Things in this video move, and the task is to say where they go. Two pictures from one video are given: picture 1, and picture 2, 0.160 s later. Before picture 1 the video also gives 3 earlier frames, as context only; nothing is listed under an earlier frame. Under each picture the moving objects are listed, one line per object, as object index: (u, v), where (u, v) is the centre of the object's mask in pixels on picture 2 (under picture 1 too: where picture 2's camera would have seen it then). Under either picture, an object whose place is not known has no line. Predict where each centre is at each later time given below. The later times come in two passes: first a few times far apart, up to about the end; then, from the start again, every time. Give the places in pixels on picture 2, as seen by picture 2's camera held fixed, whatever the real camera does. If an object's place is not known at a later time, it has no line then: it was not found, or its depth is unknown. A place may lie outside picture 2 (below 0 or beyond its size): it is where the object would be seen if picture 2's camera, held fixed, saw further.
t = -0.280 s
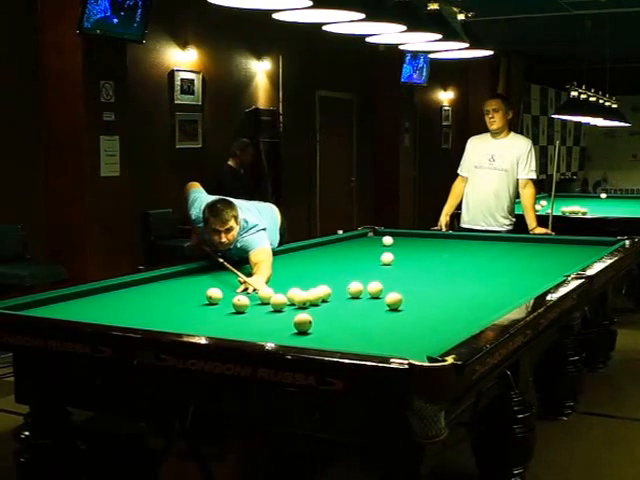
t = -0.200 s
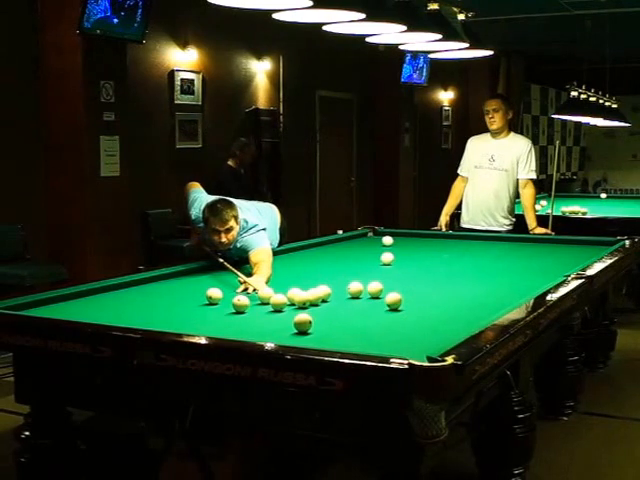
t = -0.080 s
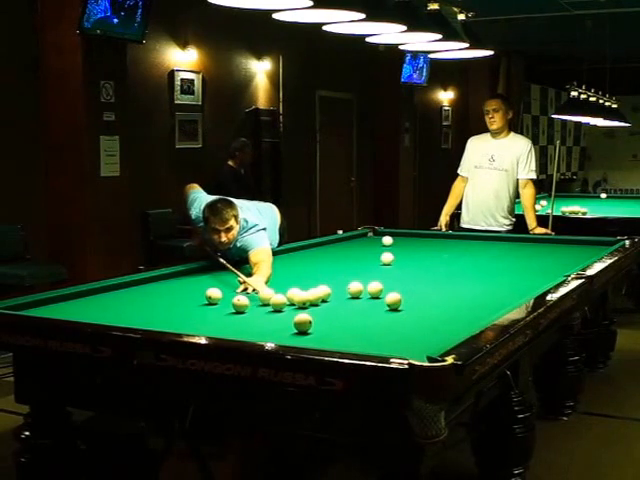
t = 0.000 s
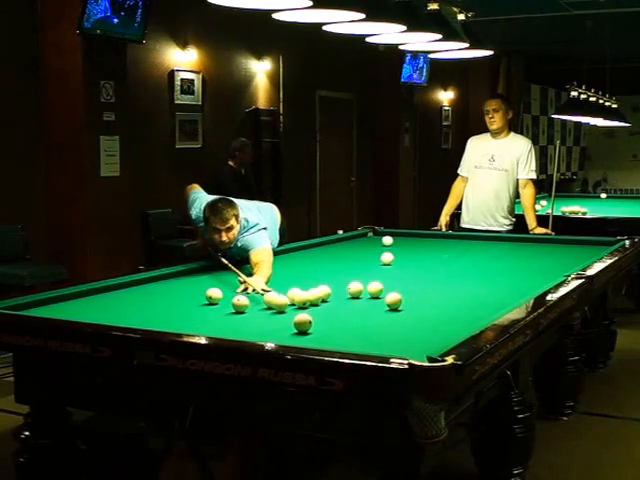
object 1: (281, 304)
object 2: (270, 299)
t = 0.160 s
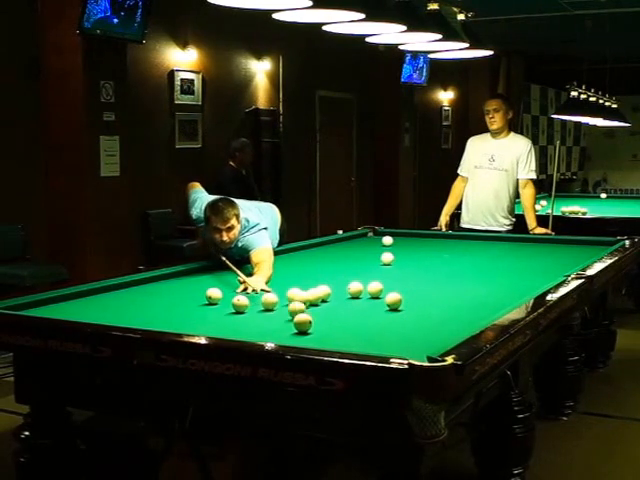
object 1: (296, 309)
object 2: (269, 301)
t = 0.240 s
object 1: (304, 309)
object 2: (268, 301)
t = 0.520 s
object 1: (331, 328)
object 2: (265, 304)
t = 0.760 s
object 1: (356, 339)
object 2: (263, 305)
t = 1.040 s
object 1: (389, 349)
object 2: (259, 307)
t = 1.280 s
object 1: (420, 357)
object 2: (256, 309)
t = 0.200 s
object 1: (300, 309)
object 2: (269, 301)
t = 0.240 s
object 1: (304, 309)
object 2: (268, 301)
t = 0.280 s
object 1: (308, 311)
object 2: (268, 302)
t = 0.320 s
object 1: (313, 315)
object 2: (268, 302)
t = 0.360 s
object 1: (317, 322)
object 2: (267, 302)
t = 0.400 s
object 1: (320, 324)
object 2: (266, 302)
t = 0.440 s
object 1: (323, 325)
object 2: (266, 303)
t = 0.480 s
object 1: (327, 327)
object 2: (265, 303)
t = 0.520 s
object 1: (331, 328)
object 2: (265, 304)
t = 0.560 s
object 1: (335, 330)
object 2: (264, 304)
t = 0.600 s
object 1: (339, 332)
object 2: (264, 304)
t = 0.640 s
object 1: (343, 334)
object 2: (264, 304)
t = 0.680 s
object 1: (348, 336)
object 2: (263, 305)
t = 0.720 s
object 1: (352, 338)
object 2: (263, 305)
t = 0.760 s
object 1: (356, 339)
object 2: (263, 305)
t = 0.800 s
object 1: (361, 341)
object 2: (262, 305)
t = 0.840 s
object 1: (366, 342)
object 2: (261, 306)
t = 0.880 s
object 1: (370, 343)
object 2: (261, 306)
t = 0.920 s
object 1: (374, 345)
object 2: (261, 307)
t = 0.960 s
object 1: (379, 346)
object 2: (260, 307)
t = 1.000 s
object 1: (384, 347)
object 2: (259, 307)
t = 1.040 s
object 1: (389, 349)
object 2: (259, 307)
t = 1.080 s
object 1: (394, 350)
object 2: (258, 307)
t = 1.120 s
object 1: (400, 352)
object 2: (258, 308)
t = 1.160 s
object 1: (404, 354)
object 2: (258, 308)
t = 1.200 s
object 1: (410, 355)
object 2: (257, 308)
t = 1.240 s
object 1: (417, 357)
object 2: (257, 308)
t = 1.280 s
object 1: (420, 357)
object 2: (256, 309)
